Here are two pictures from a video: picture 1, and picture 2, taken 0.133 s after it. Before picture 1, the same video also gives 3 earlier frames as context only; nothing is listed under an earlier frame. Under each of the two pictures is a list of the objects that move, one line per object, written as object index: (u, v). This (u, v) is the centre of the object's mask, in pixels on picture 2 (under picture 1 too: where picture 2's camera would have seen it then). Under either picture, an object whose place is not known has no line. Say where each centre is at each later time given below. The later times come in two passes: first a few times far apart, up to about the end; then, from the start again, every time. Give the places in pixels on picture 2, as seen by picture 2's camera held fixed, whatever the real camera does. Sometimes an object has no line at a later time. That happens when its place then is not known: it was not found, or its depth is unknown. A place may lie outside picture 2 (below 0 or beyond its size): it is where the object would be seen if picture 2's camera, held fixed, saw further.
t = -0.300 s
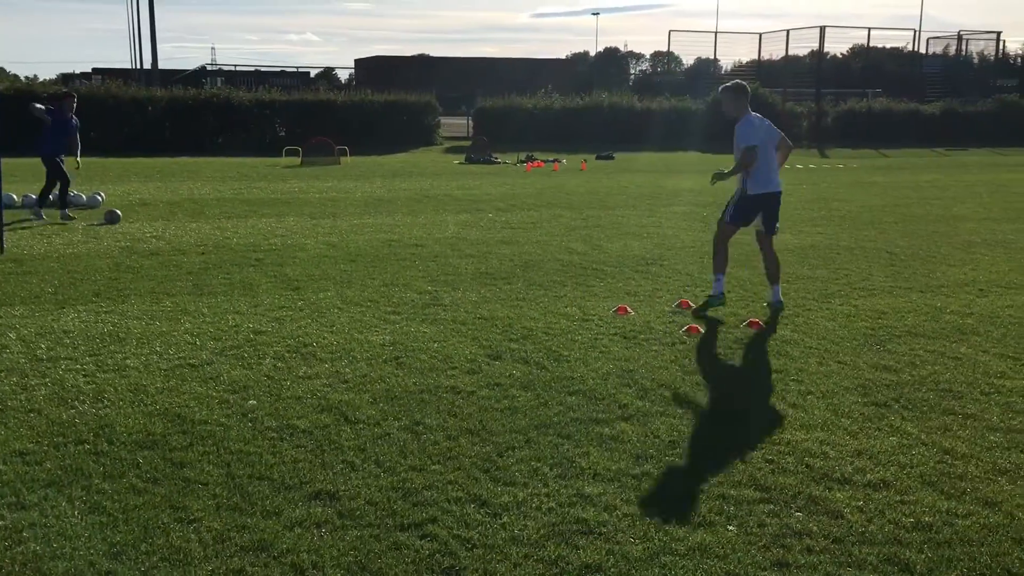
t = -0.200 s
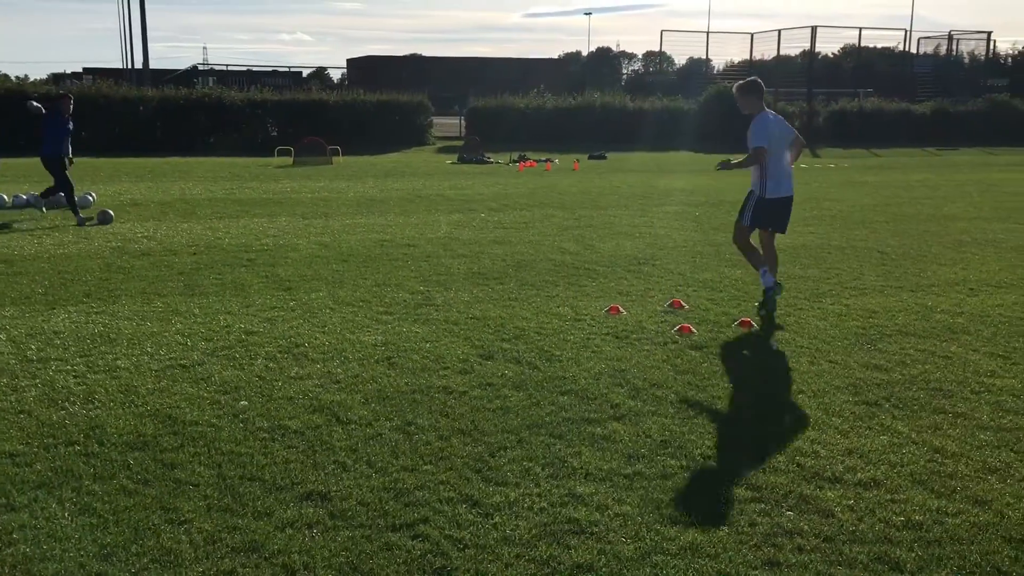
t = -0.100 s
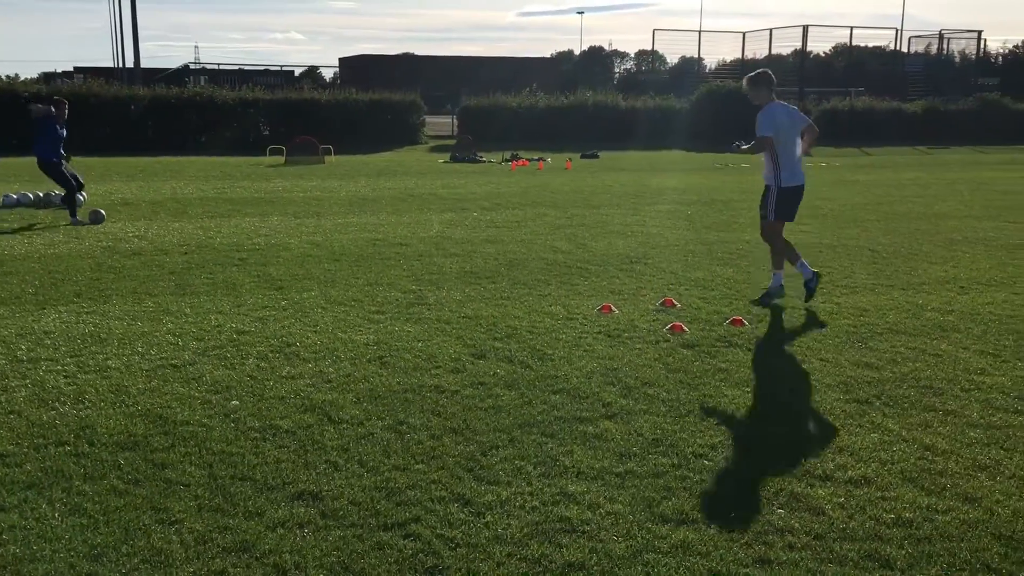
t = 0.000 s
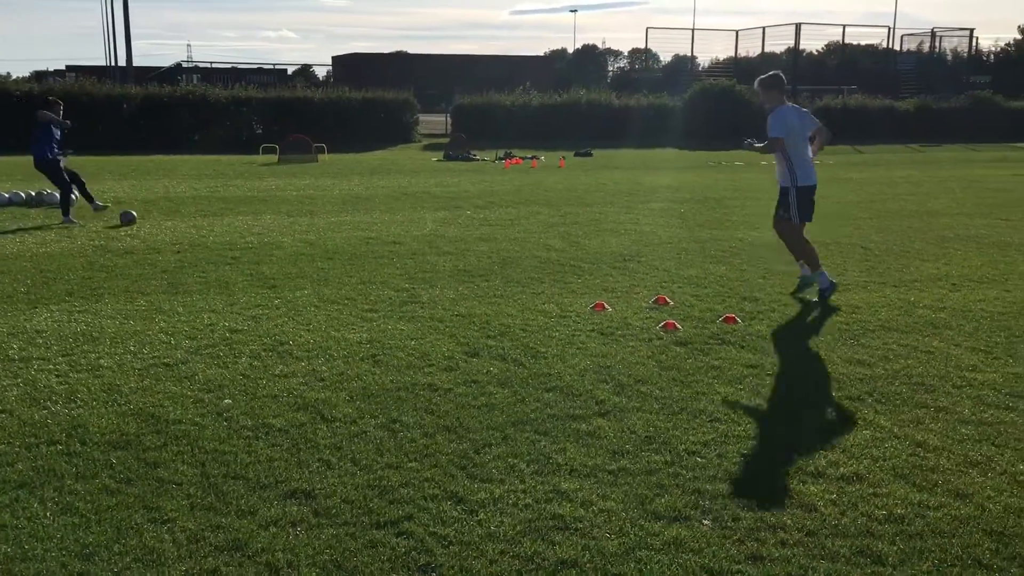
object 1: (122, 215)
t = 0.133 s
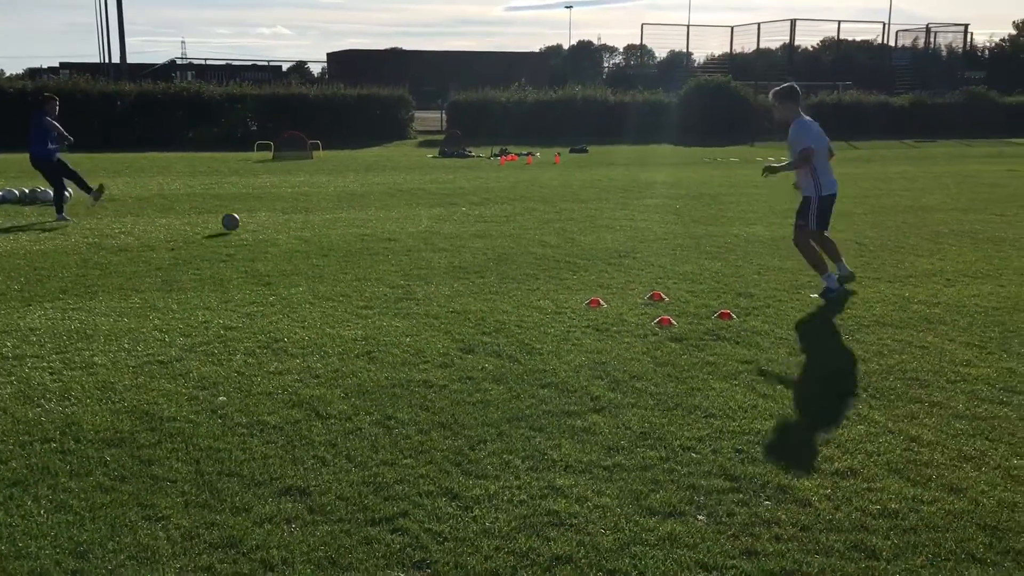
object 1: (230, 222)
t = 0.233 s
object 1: (314, 234)
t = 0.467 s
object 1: (496, 244)
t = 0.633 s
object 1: (624, 259)
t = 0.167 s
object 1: (258, 227)
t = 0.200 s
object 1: (287, 231)
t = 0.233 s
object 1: (314, 234)
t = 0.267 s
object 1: (340, 234)
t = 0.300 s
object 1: (367, 236)
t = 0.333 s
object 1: (393, 239)
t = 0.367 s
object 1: (420, 242)
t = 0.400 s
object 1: (447, 246)
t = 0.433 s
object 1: (471, 245)
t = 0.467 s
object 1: (496, 244)
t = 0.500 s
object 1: (520, 245)
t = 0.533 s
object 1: (546, 247)
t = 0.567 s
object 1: (571, 251)
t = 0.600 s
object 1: (597, 255)
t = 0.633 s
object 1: (624, 259)
